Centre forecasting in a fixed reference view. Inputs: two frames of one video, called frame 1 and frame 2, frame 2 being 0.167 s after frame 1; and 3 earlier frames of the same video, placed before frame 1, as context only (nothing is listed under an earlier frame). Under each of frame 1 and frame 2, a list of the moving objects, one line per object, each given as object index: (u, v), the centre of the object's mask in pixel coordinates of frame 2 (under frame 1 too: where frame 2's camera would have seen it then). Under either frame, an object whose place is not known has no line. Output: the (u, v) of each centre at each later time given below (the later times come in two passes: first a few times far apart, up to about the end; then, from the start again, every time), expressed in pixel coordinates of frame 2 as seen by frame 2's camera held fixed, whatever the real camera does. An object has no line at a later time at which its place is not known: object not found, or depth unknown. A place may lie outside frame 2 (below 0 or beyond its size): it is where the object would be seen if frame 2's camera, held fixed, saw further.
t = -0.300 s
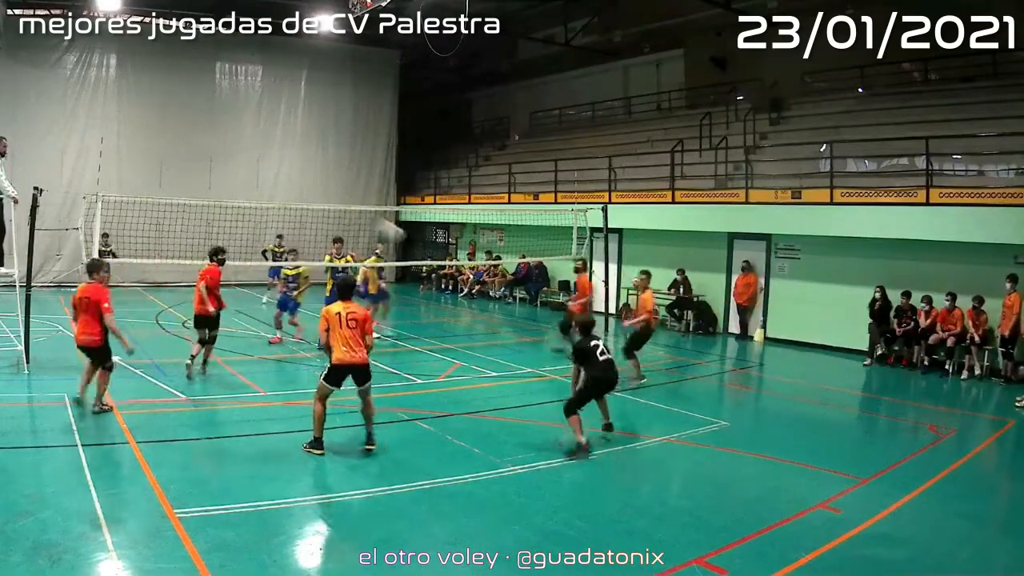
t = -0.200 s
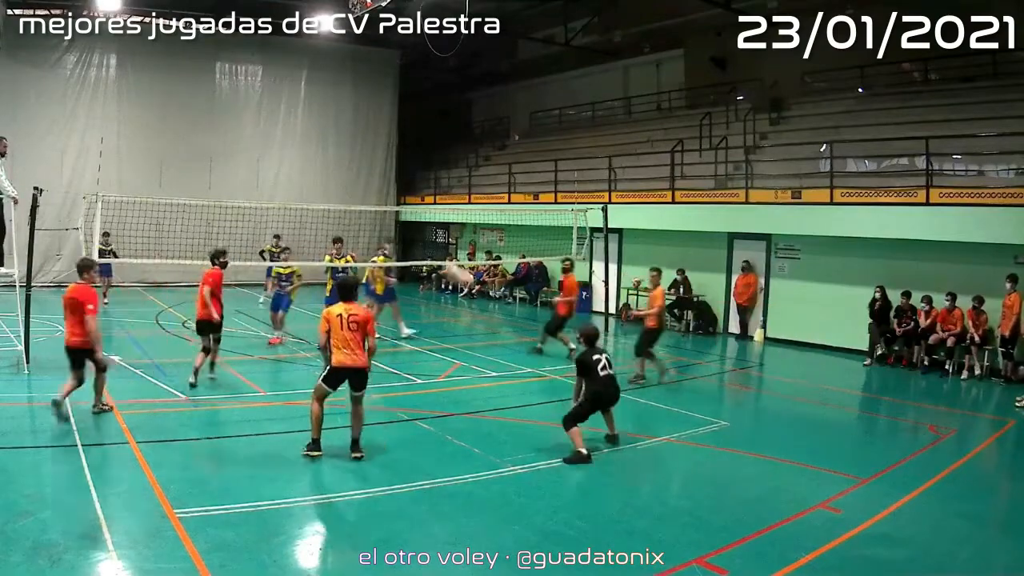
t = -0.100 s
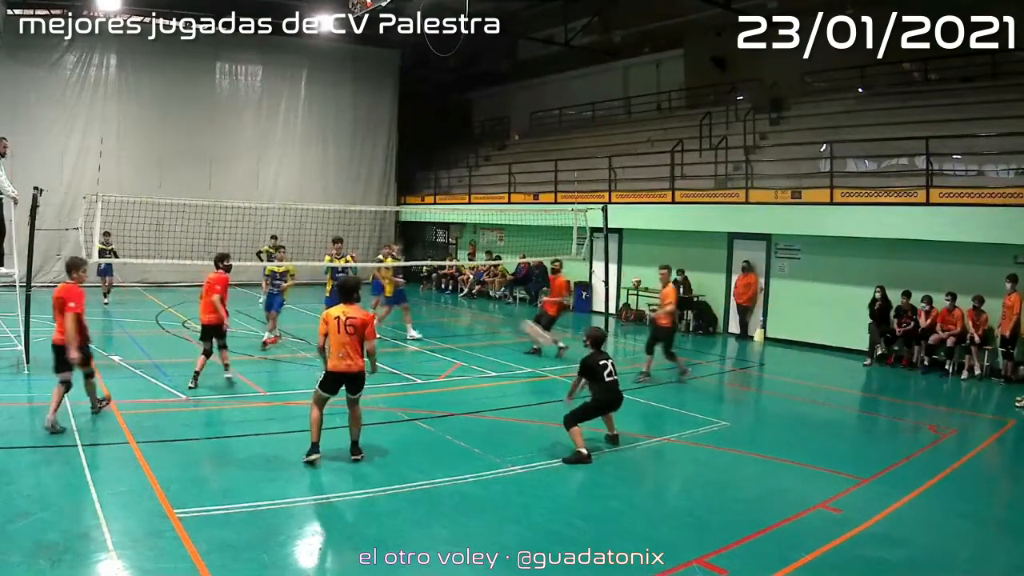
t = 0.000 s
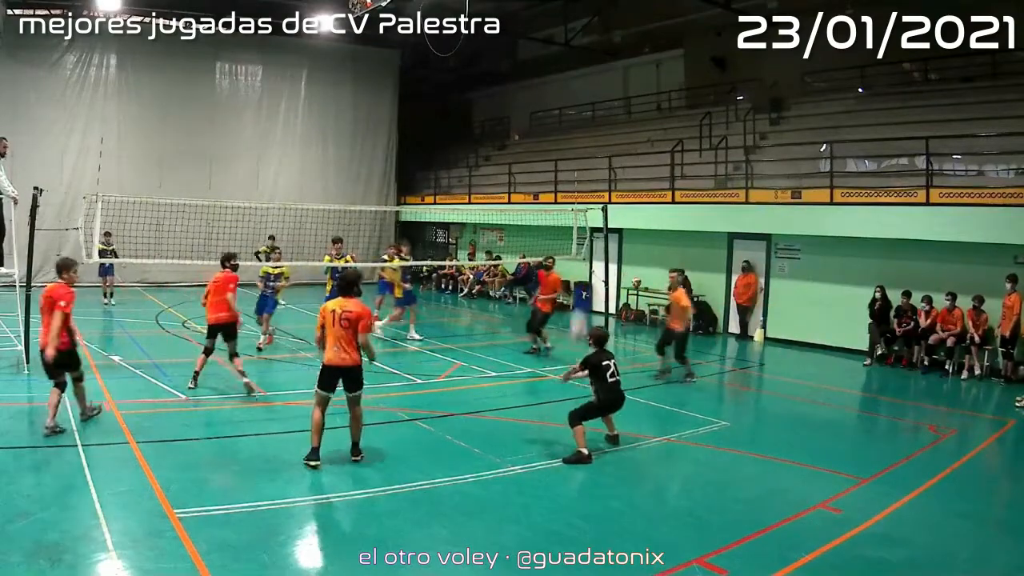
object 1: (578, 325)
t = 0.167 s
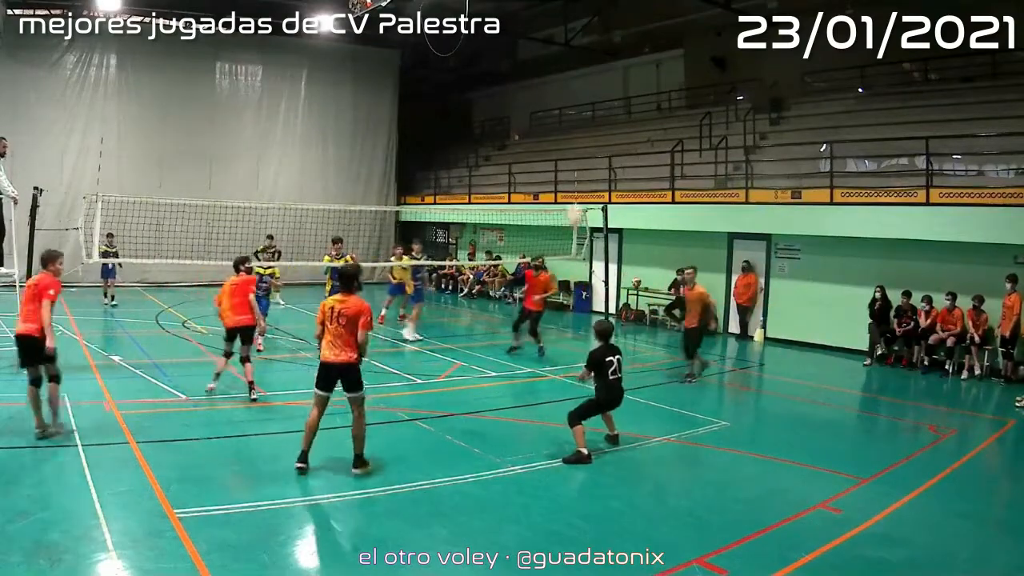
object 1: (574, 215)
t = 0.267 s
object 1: (571, 168)
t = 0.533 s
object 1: (563, 88)
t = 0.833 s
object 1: (557, 77)
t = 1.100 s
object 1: (553, 119)
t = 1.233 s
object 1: (551, 157)
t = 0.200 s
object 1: (573, 196)
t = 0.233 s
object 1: (572, 181)
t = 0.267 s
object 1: (571, 168)
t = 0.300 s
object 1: (570, 152)
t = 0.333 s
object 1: (569, 140)
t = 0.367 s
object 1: (568, 129)
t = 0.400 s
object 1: (567, 120)
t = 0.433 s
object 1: (566, 110)
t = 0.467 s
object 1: (565, 102)
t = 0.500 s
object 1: (564, 95)
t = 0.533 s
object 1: (563, 88)
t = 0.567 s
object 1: (563, 84)
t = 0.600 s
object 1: (562, 80)
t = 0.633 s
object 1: (561, 77)
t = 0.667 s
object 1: (560, 76)
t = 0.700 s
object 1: (559, 74)
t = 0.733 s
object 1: (559, 74)
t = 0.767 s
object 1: (558, 74)
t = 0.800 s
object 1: (558, 75)
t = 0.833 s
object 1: (557, 77)
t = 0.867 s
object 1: (557, 79)
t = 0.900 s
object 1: (556, 83)
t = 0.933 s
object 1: (556, 87)
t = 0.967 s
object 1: (555, 92)
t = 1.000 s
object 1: (555, 97)
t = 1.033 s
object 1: (554, 104)
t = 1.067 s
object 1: (553, 112)
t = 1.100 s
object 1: (553, 119)
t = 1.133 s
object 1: (552, 129)
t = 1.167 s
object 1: (552, 137)
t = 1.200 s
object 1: (551, 146)
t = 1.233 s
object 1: (551, 157)
